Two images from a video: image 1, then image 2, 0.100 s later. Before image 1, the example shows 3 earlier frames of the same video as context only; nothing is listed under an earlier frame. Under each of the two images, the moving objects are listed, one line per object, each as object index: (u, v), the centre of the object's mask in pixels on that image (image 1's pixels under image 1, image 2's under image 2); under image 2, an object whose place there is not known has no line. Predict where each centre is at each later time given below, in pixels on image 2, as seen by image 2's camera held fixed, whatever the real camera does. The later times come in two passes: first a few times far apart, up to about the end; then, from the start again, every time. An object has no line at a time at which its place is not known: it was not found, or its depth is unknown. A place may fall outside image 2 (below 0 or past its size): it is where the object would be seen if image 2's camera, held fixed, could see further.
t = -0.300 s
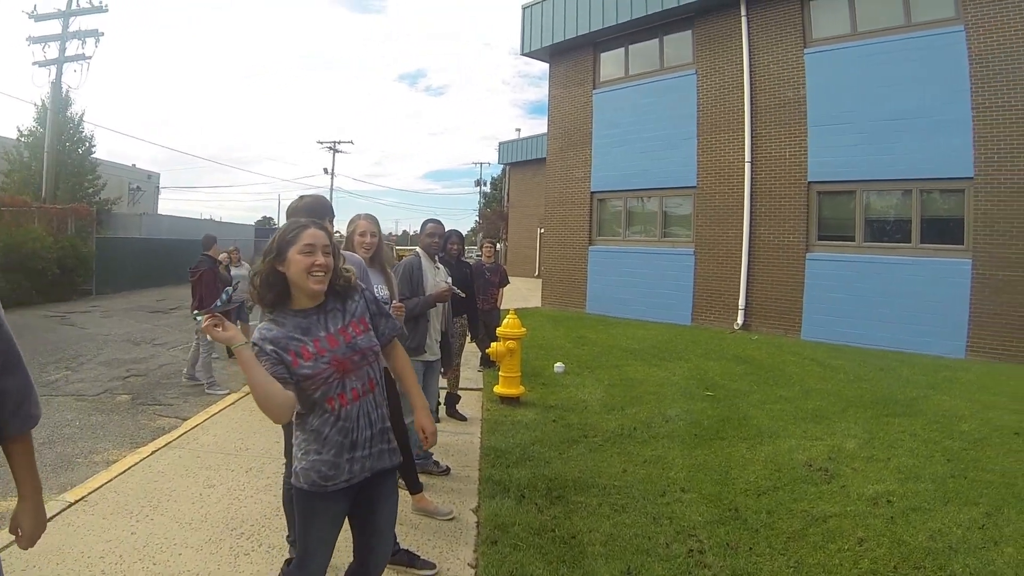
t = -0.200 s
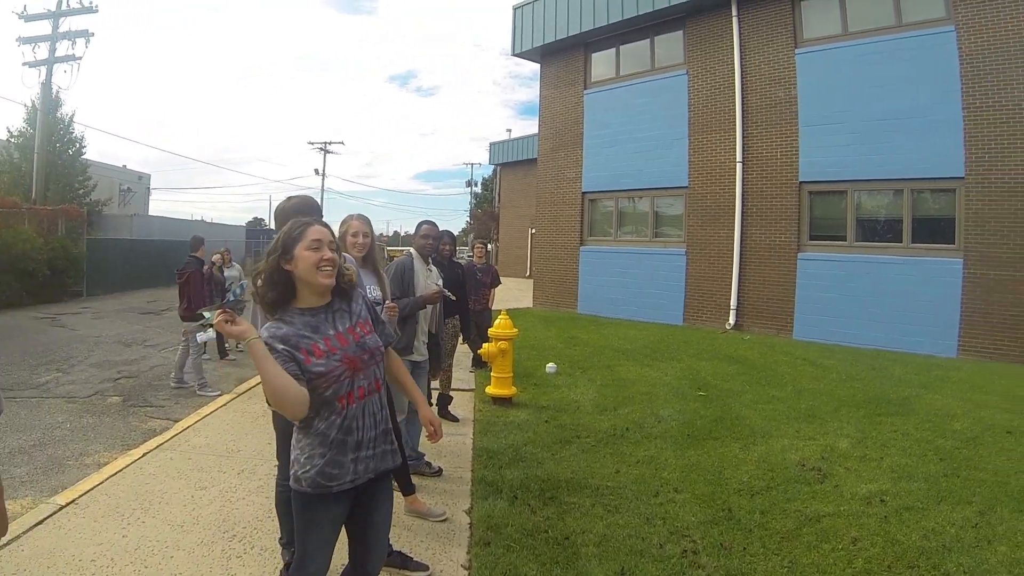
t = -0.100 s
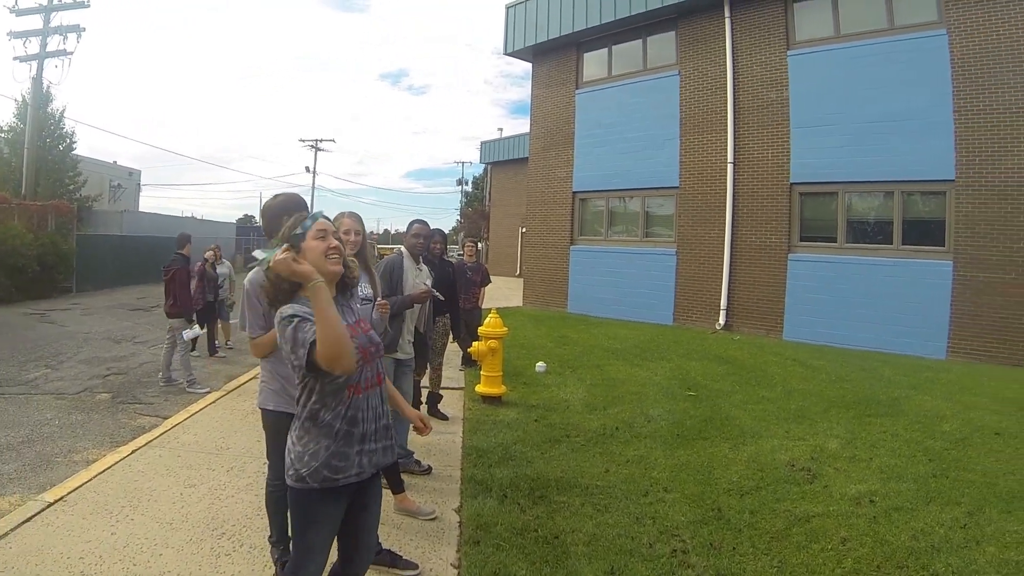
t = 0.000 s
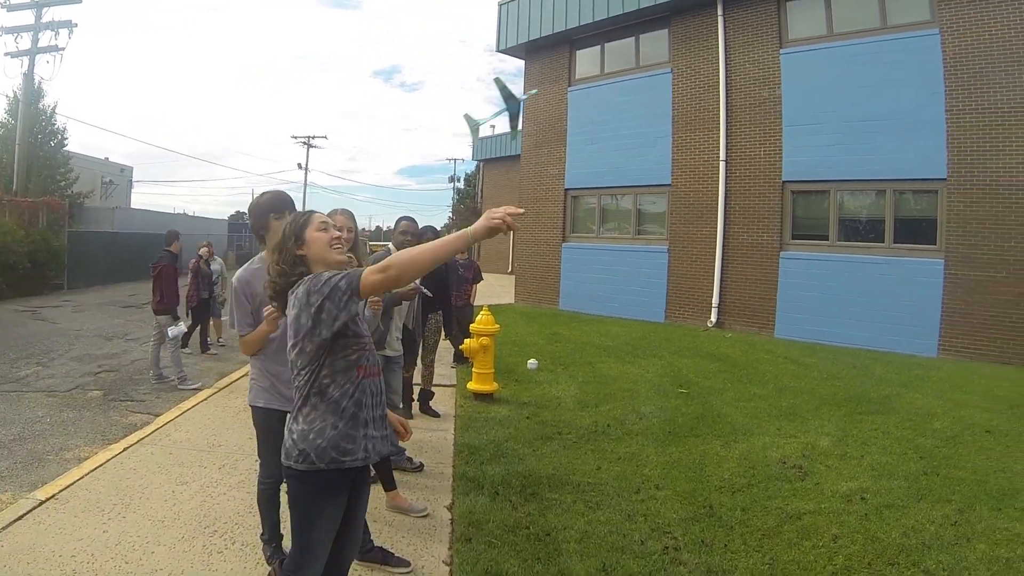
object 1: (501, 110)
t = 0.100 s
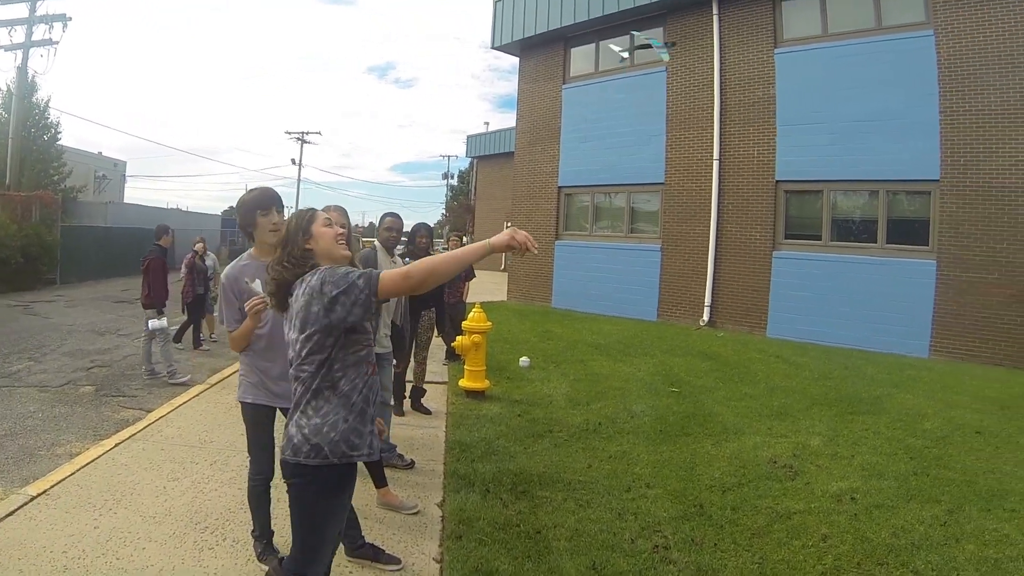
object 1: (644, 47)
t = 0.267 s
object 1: (787, 72)
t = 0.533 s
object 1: (922, 189)
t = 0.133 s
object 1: (682, 45)
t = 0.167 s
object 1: (714, 48)
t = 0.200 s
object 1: (738, 54)
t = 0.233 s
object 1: (764, 62)
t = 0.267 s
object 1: (787, 72)
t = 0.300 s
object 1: (806, 83)
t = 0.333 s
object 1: (825, 97)
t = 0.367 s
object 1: (849, 111)
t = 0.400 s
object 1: (866, 126)
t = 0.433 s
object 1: (878, 145)
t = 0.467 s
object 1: (894, 160)
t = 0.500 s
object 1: (910, 176)
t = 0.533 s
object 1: (922, 189)
